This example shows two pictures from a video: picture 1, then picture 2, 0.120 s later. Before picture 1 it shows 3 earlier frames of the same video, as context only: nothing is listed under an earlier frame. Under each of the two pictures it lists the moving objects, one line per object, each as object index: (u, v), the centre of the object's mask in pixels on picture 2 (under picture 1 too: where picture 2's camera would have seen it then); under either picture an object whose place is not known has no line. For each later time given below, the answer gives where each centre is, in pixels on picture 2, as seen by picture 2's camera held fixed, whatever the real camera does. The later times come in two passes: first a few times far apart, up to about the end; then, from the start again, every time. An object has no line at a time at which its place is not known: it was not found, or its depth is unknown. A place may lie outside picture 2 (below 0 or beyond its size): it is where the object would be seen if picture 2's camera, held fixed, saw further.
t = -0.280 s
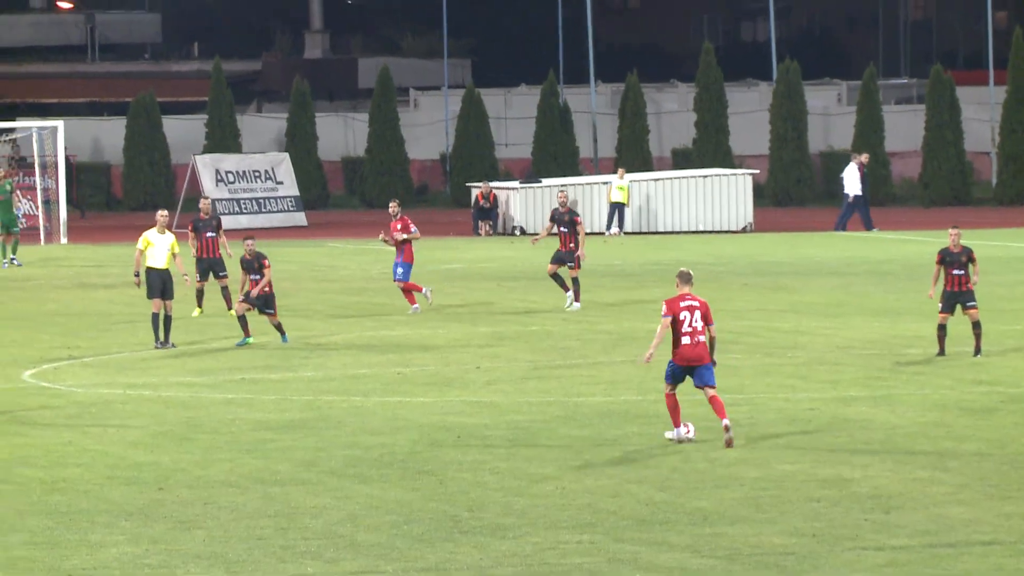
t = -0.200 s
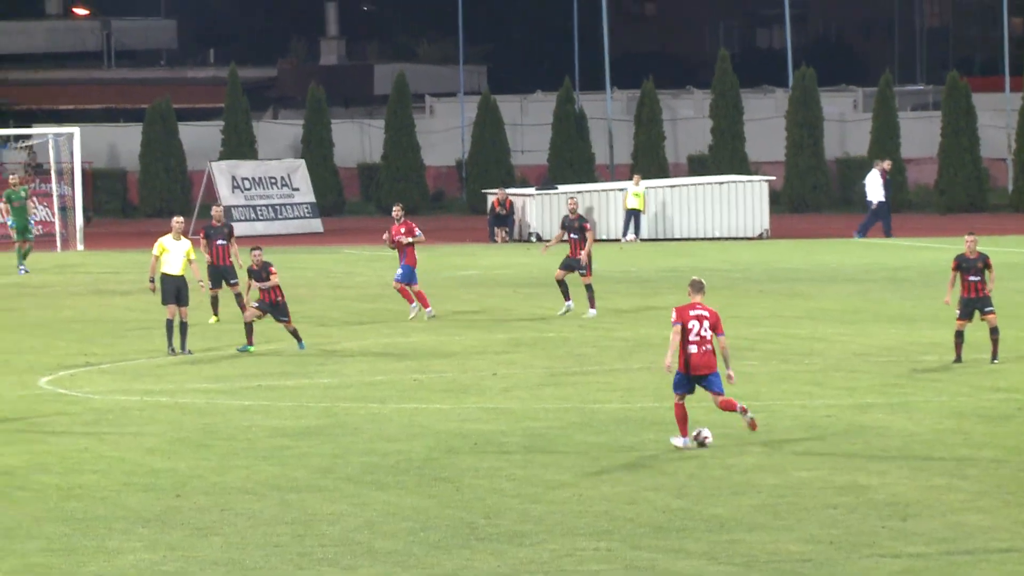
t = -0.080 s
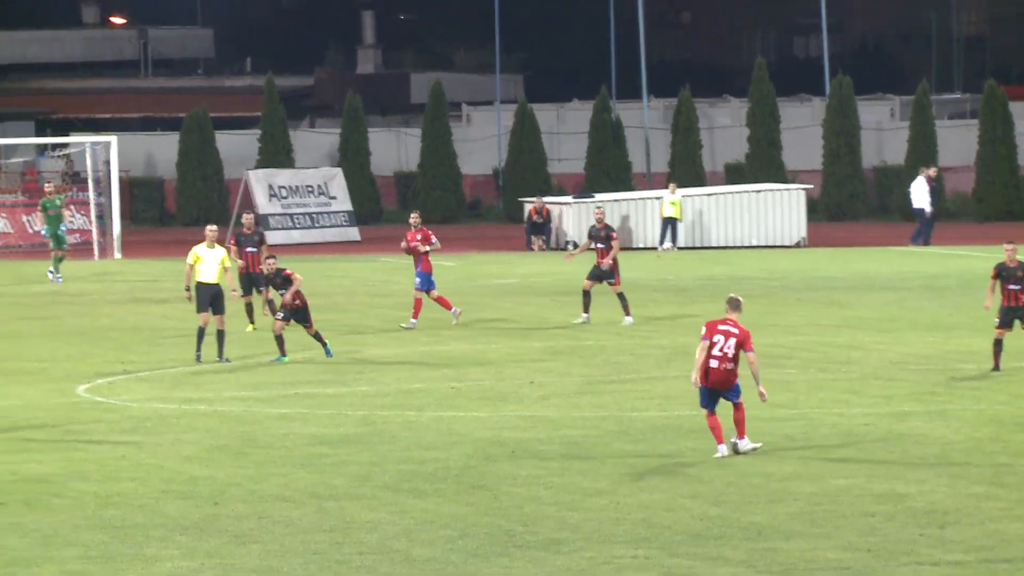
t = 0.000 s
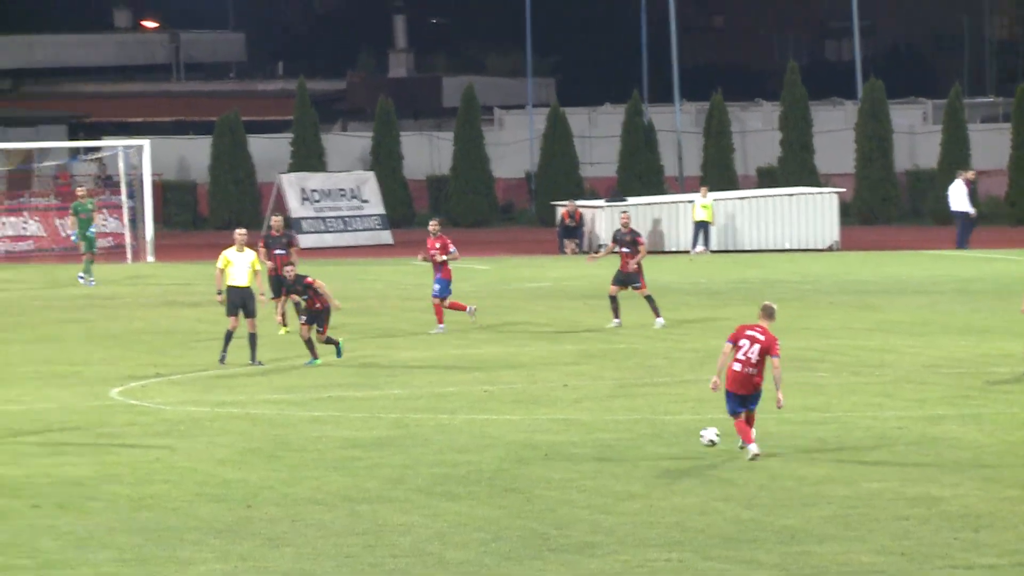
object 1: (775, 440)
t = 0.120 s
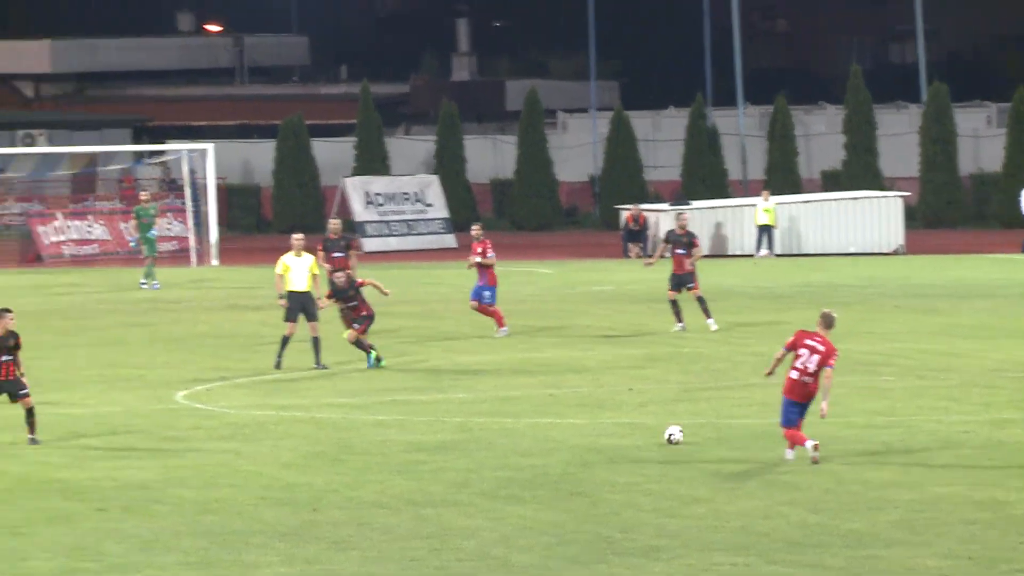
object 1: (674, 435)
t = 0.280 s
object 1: (557, 416)
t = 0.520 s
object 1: (400, 408)
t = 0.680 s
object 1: (305, 408)
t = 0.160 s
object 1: (642, 432)
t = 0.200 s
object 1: (614, 425)
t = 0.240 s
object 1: (584, 420)
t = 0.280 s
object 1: (557, 416)
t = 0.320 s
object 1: (529, 414)
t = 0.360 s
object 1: (502, 415)
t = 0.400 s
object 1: (475, 416)
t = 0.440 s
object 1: (449, 417)
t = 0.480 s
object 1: (425, 412)
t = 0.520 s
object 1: (400, 408)
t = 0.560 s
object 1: (376, 406)
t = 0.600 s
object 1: (352, 406)
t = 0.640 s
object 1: (328, 407)
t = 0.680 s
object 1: (305, 408)
